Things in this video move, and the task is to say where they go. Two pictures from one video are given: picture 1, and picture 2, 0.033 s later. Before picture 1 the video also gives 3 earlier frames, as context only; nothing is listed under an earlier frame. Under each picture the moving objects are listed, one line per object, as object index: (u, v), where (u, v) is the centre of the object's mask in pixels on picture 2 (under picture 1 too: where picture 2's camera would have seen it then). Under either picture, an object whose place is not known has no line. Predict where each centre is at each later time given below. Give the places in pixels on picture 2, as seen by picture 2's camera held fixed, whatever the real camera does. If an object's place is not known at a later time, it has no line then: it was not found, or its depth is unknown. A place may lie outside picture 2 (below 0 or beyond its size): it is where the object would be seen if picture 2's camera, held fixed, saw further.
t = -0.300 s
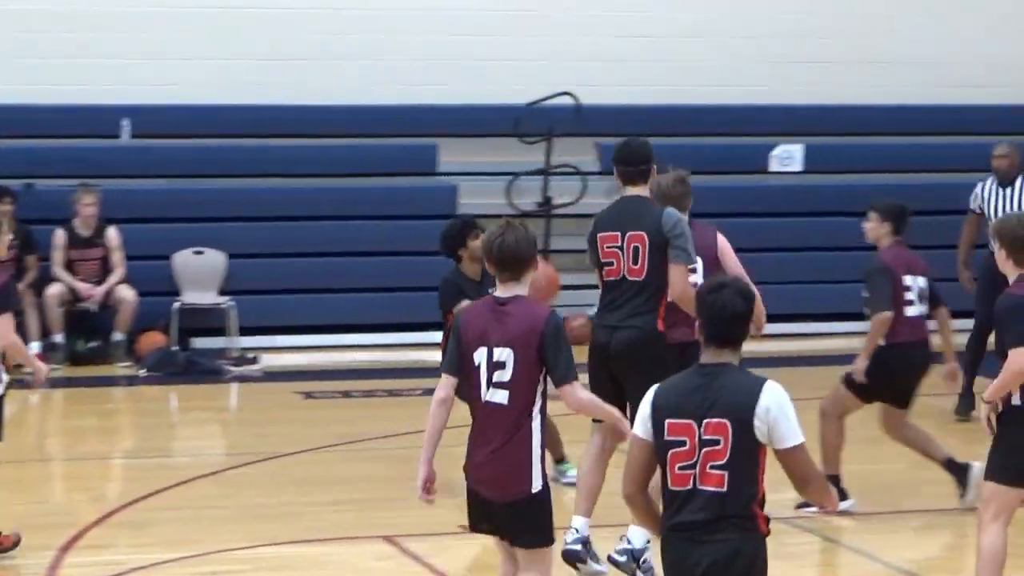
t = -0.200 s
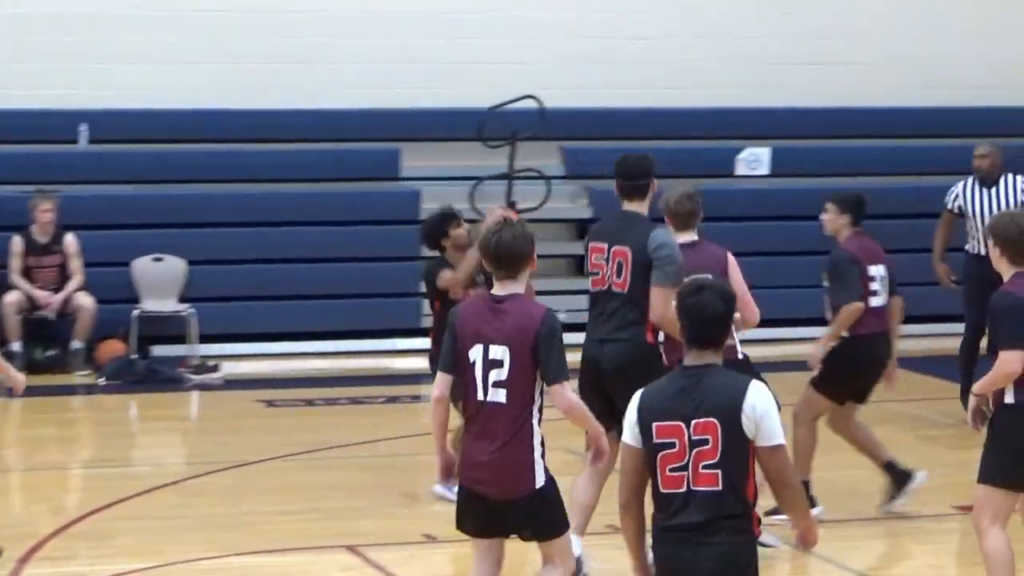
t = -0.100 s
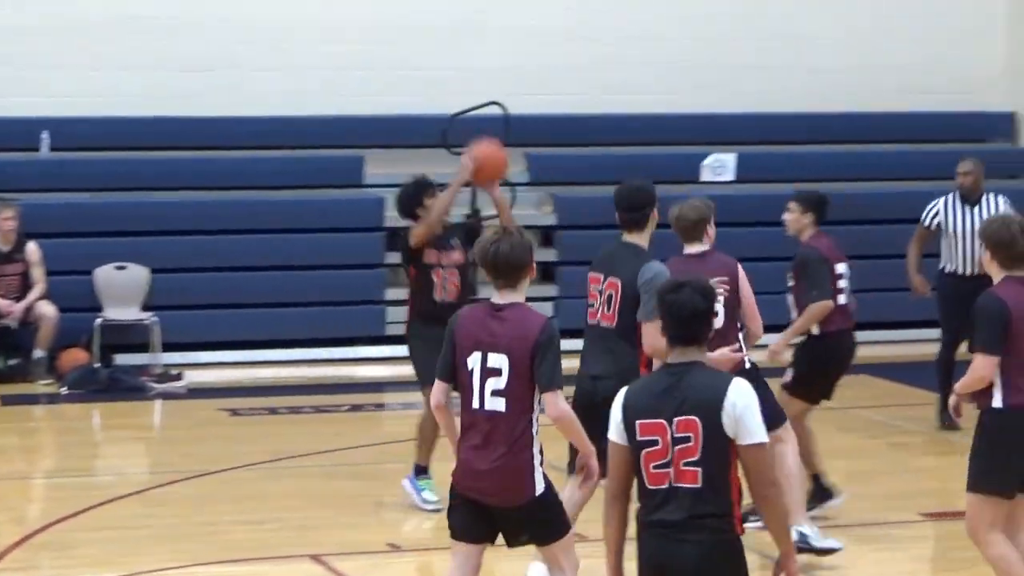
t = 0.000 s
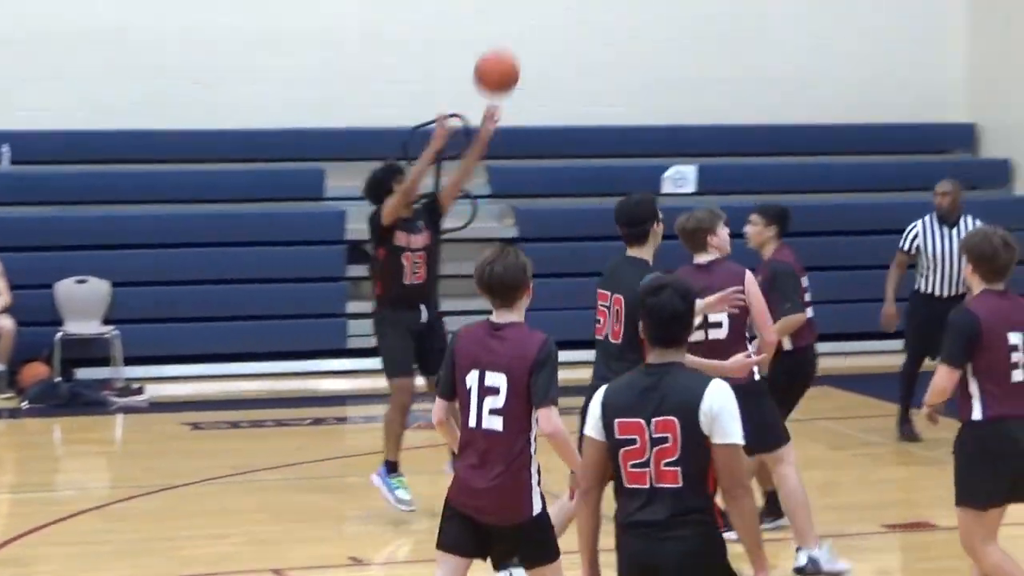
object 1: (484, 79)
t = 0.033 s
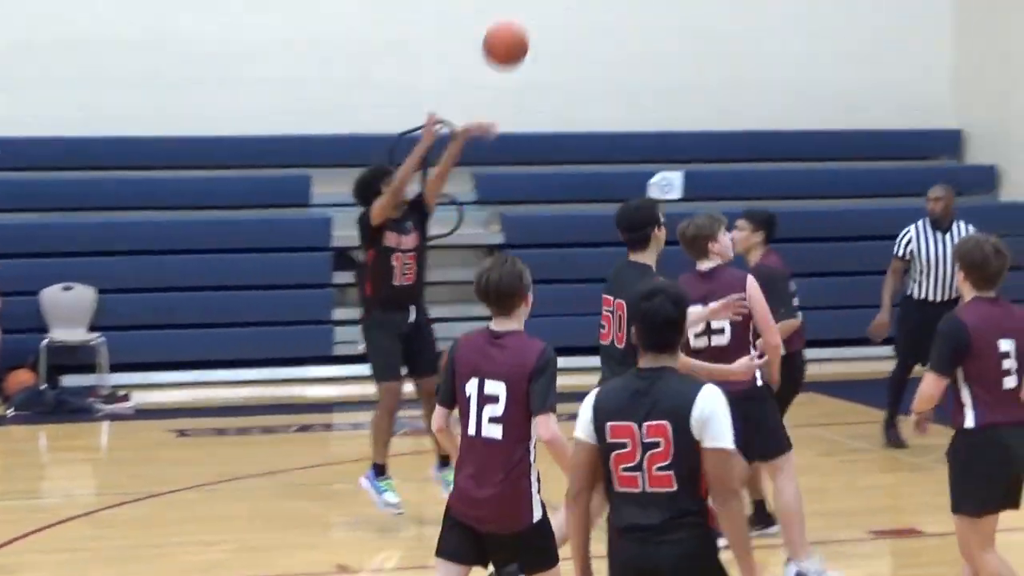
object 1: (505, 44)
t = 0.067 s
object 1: (528, 12)
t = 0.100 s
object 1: (546, -19)
